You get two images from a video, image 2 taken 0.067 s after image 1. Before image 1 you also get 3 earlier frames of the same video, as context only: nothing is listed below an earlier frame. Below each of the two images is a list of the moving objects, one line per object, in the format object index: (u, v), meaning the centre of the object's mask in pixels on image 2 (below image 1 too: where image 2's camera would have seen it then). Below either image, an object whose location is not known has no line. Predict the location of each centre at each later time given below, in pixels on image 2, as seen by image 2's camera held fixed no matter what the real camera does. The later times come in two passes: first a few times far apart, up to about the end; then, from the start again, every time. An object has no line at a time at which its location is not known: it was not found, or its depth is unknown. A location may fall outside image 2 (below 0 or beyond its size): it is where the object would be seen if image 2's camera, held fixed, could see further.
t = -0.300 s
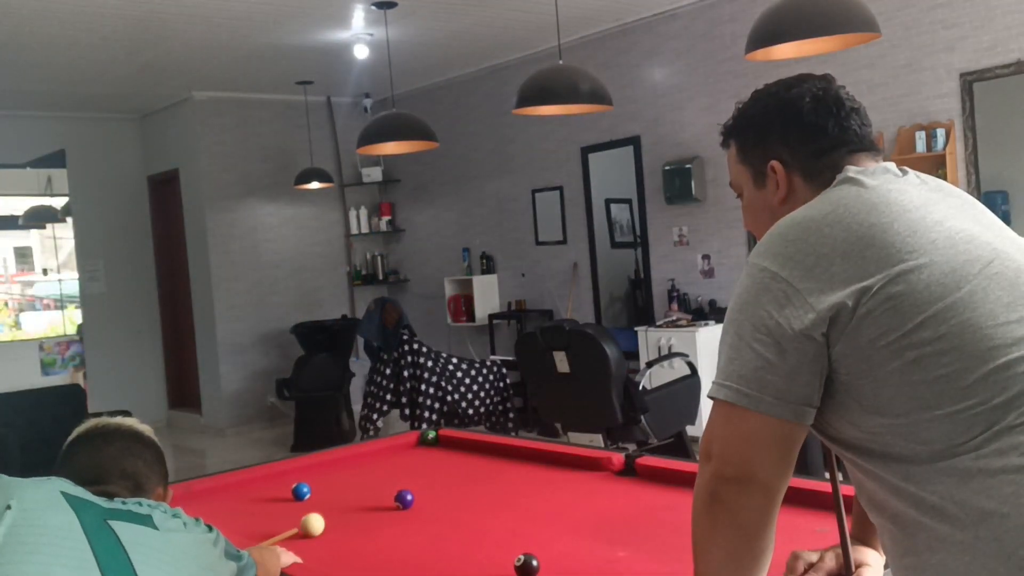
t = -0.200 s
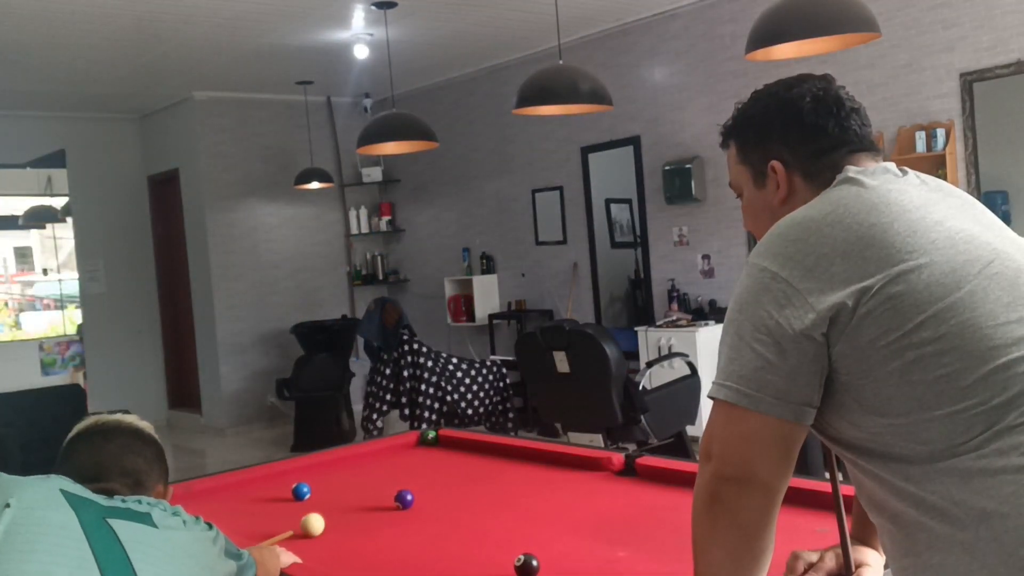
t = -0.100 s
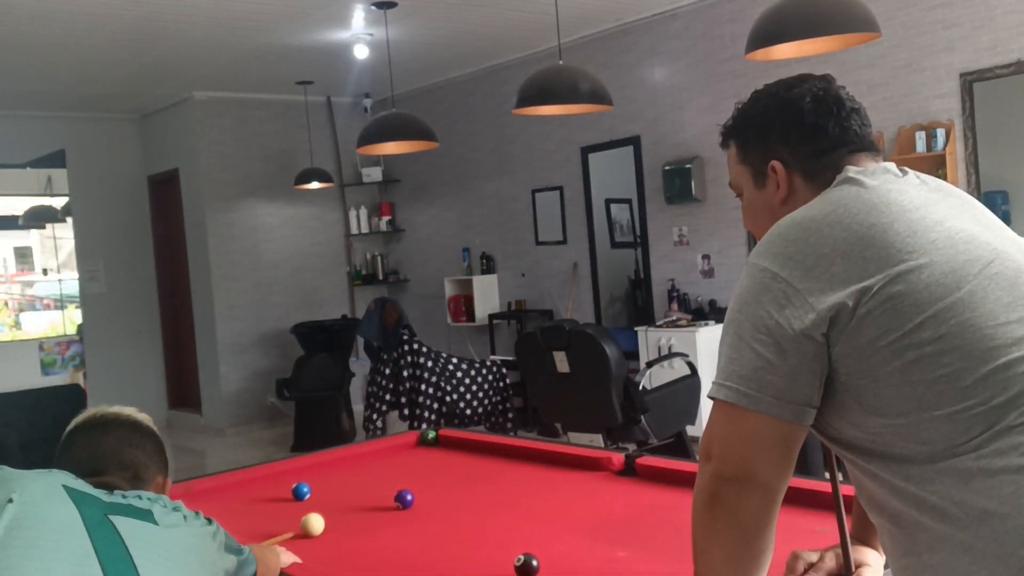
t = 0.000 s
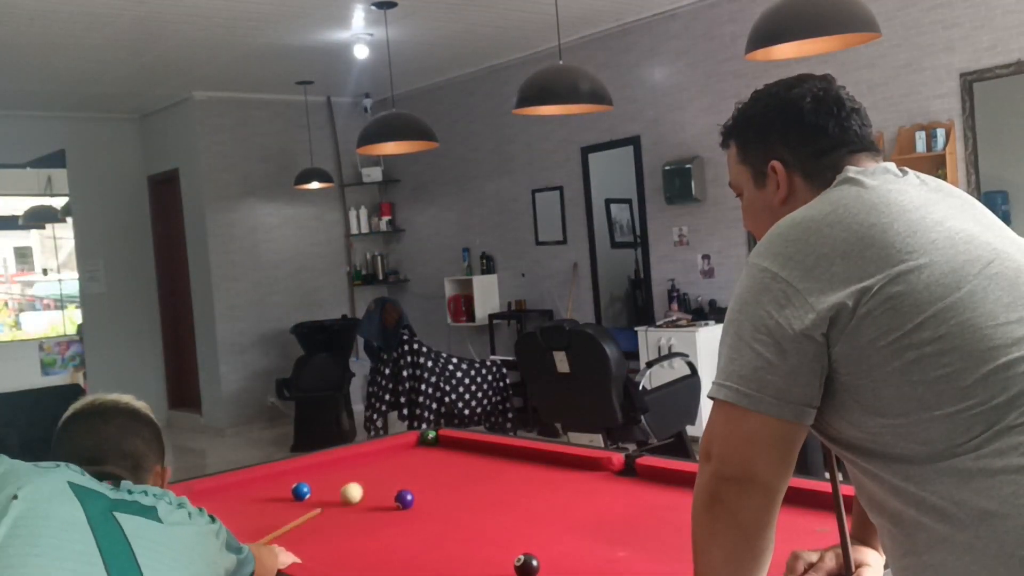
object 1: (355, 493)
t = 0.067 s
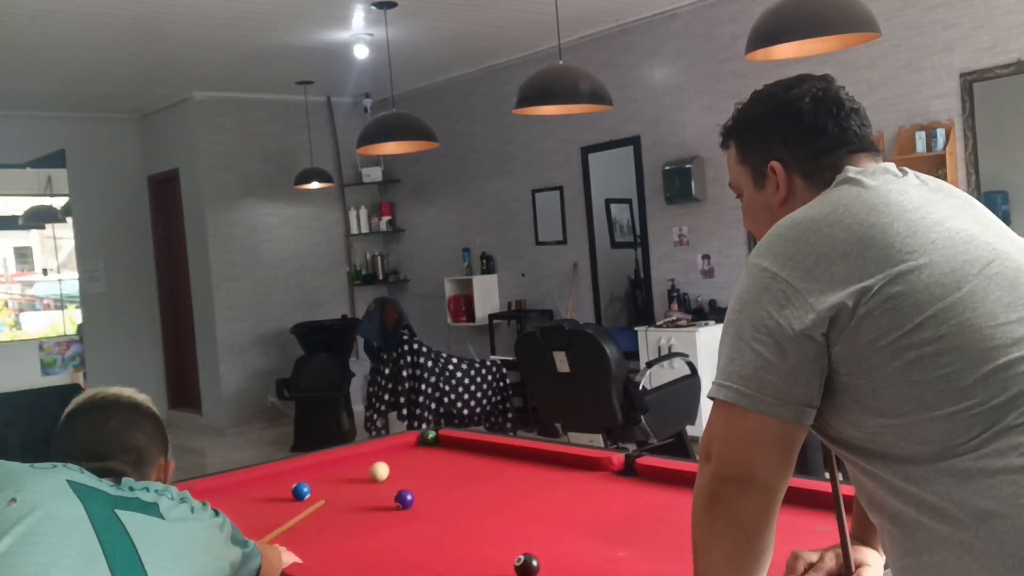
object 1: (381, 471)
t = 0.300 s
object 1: (434, 443)
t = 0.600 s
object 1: (428, 455)
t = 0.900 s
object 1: (423, 467)
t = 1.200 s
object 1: (419, 479)
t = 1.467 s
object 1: (417, 489)
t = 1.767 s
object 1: (421, 495)
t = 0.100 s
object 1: (392, 462)
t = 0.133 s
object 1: (403, 453)
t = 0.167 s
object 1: (411, 446)
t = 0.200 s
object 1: (419, 440)
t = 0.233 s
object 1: (430, 438)
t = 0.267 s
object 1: (433, 440)
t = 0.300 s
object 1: (434, 443)
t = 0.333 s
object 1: (433, 445)
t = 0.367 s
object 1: (433, 446)
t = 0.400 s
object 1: (432, 448)
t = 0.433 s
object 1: (432, 449)
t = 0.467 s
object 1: (431, 451)
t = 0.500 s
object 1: (430, 452)
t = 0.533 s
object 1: (430, 453)
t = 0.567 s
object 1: (429, 454)
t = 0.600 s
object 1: (428, 455)
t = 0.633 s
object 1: (428, 457)
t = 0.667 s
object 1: (427, 458)
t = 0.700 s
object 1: (427, 459)
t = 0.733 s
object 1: (426, 461)
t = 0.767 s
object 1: (426, 462)
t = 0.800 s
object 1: (425, 463)
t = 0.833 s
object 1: (424, 464)
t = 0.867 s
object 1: (424, 466)
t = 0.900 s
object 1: (423, 467)
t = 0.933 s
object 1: (423, 468)
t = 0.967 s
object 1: (422, 470)
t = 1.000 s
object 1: (422, 471)
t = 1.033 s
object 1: (421, 472)
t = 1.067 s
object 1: (421, 474)
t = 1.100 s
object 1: (420, 475)
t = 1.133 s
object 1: (420, 476)
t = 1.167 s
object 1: (419, 478)
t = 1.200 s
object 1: (419, 479)
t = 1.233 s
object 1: (418, 481)
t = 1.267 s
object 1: (418, 482)
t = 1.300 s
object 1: (418, 483)
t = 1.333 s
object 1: (417, 484)
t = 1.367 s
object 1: (417, 485)
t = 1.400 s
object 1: (417, 486)
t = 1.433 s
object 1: (417, 488)
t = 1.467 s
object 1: (417, 489)
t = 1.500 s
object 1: (417, 490)
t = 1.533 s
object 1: (417, 491)
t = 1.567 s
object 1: (417, 492)
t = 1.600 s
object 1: (418, 493)
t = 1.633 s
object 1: (418, 494)
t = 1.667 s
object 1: (418, 494)
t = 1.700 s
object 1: (419, 495)
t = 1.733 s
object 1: (420, 495)
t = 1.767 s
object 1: (421, 495)
